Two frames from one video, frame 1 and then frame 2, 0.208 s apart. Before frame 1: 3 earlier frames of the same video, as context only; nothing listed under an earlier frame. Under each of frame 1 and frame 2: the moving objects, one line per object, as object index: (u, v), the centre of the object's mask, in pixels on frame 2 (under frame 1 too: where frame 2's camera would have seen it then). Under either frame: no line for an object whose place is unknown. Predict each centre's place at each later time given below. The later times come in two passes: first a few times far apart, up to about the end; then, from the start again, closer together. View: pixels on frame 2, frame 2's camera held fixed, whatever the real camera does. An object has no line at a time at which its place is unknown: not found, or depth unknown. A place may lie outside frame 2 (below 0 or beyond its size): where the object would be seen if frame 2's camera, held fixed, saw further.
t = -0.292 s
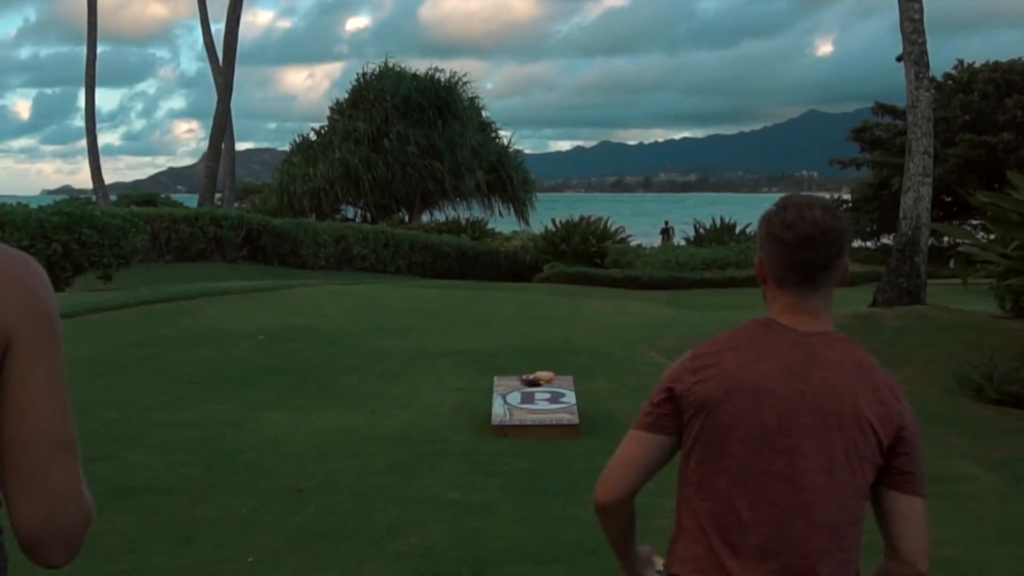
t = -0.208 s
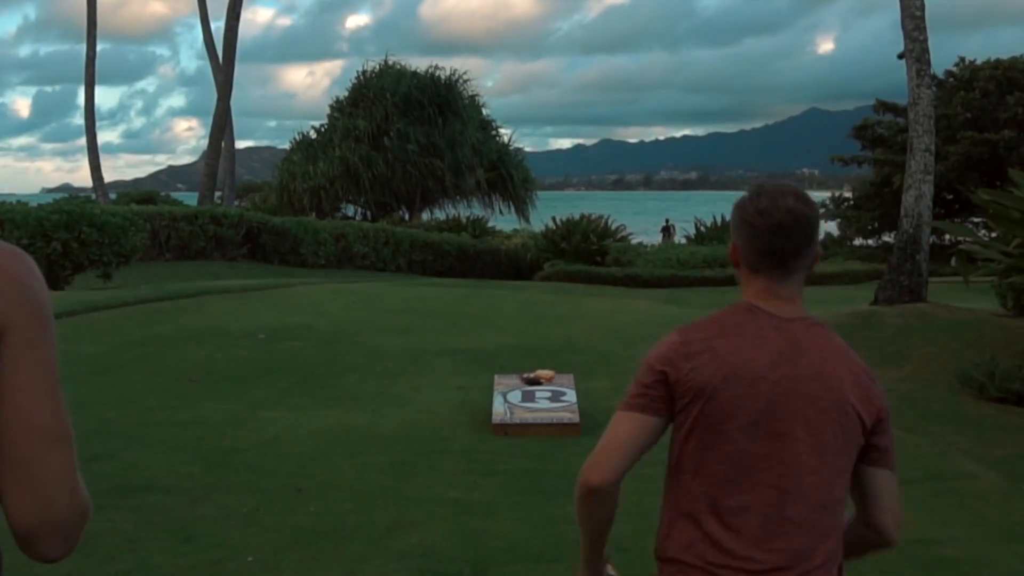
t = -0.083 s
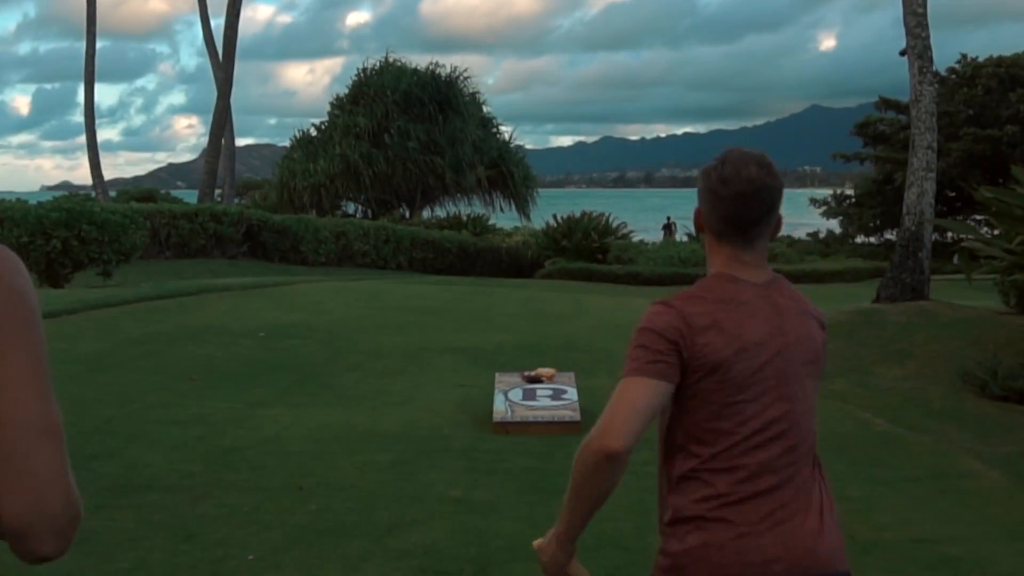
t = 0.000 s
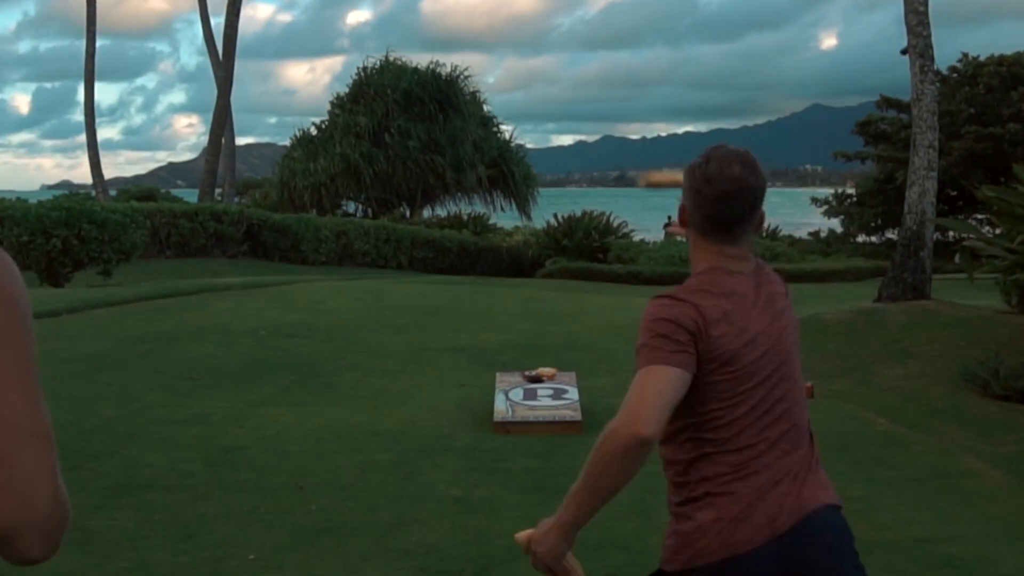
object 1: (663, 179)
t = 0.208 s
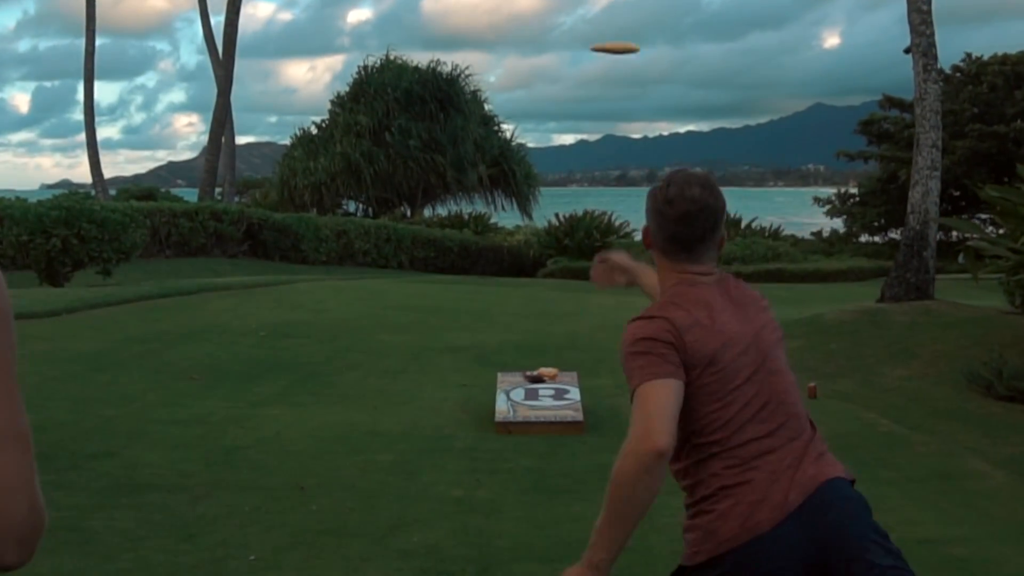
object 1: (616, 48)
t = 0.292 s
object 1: (601, 41)
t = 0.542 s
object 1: (567, 107)
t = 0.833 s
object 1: (541, 267)
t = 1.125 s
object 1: (527, 399)
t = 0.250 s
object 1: (608, 42)
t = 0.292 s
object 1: (601, 41)
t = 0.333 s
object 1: (595, 44)
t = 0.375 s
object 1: (588, 51)
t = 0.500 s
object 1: (571, 89)
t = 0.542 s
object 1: (567, 107)
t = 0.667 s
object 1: (553, 169)
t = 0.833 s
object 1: (541, 267)
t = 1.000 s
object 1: (532, 380)
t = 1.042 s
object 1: (527, 411)
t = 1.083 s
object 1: (528, 404)
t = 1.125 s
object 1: (527, 399)
